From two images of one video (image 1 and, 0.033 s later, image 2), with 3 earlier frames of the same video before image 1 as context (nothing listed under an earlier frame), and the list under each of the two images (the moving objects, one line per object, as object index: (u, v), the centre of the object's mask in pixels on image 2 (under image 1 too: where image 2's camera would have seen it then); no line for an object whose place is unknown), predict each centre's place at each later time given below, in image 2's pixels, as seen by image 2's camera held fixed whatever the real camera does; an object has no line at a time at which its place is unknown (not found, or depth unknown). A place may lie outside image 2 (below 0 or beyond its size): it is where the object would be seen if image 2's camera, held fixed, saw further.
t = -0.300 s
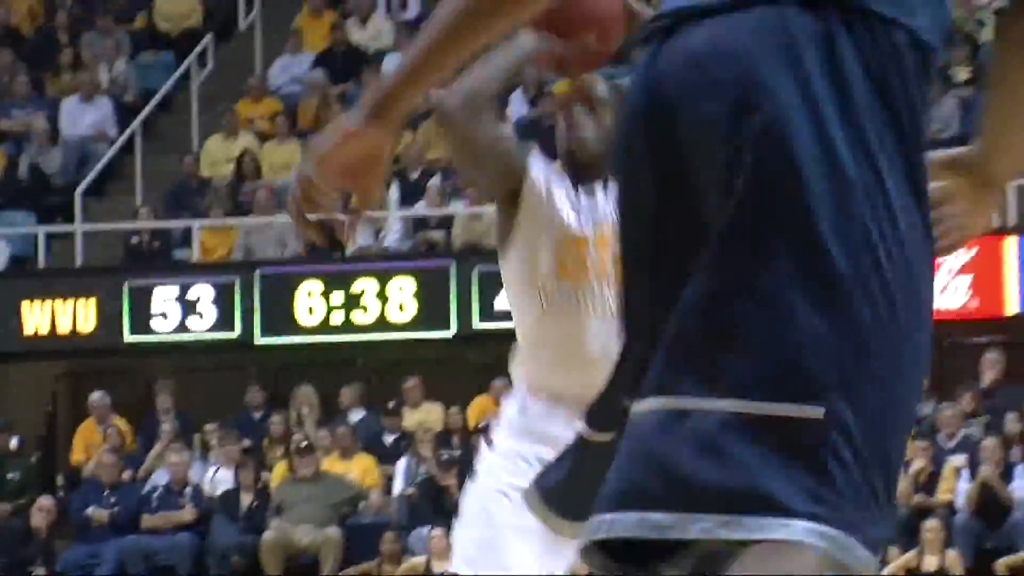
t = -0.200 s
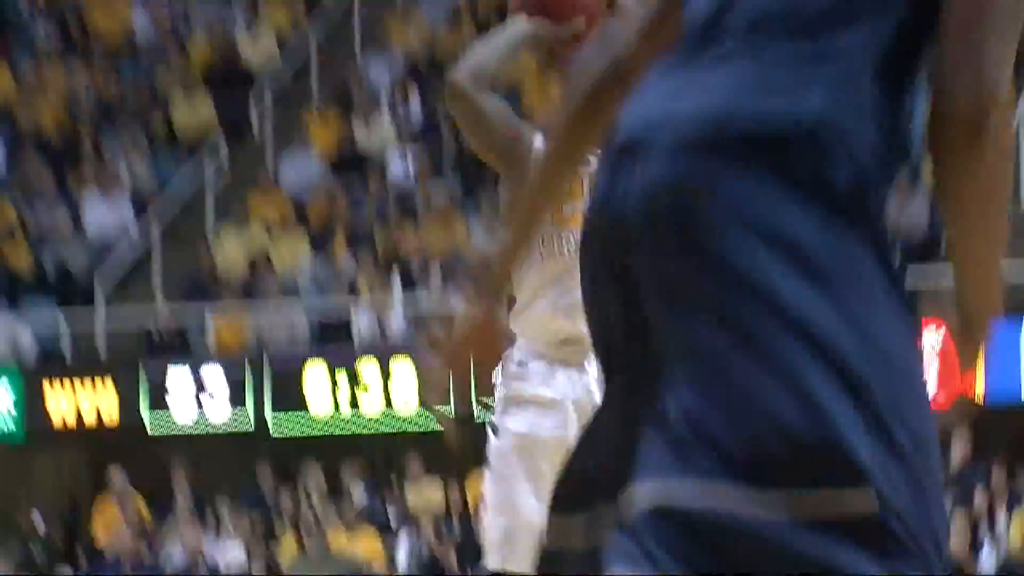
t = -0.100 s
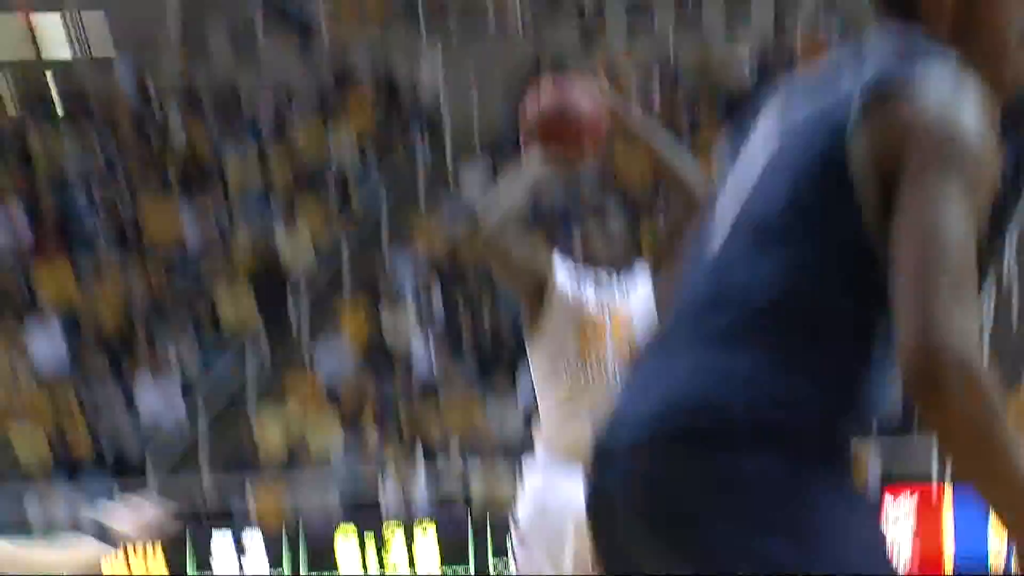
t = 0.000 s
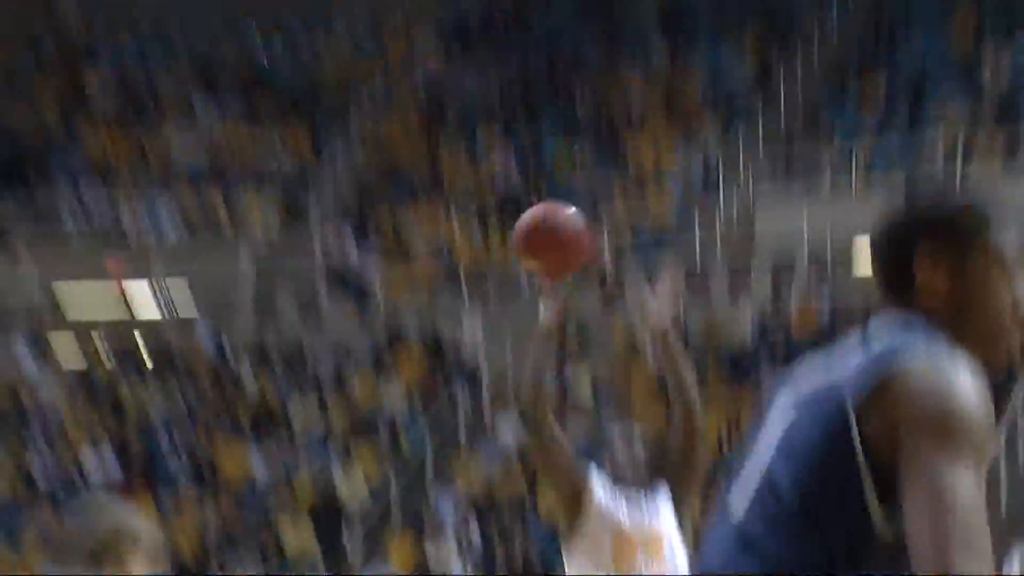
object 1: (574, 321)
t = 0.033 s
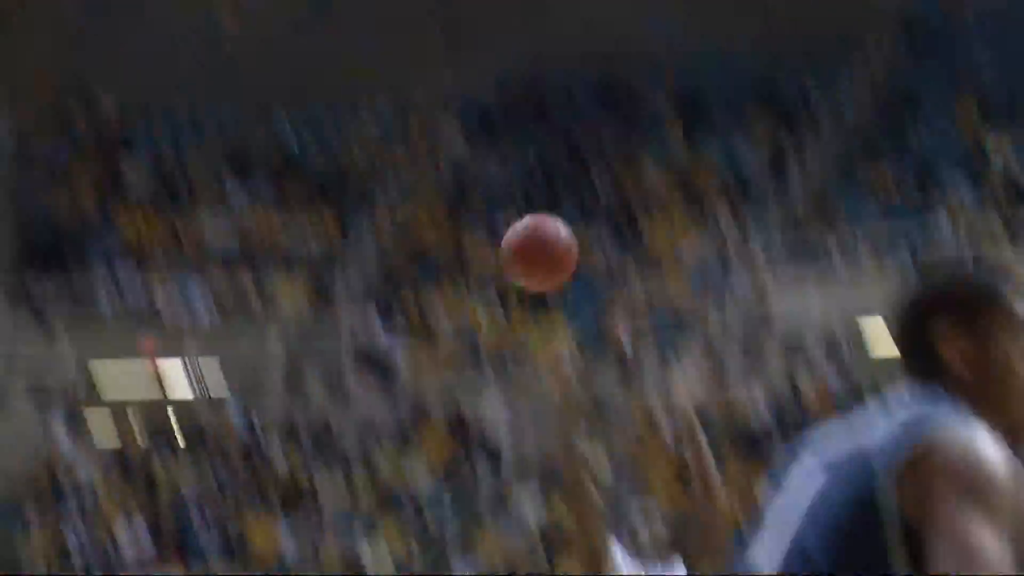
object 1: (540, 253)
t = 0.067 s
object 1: (507, 185)
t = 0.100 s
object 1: (473, 119)
